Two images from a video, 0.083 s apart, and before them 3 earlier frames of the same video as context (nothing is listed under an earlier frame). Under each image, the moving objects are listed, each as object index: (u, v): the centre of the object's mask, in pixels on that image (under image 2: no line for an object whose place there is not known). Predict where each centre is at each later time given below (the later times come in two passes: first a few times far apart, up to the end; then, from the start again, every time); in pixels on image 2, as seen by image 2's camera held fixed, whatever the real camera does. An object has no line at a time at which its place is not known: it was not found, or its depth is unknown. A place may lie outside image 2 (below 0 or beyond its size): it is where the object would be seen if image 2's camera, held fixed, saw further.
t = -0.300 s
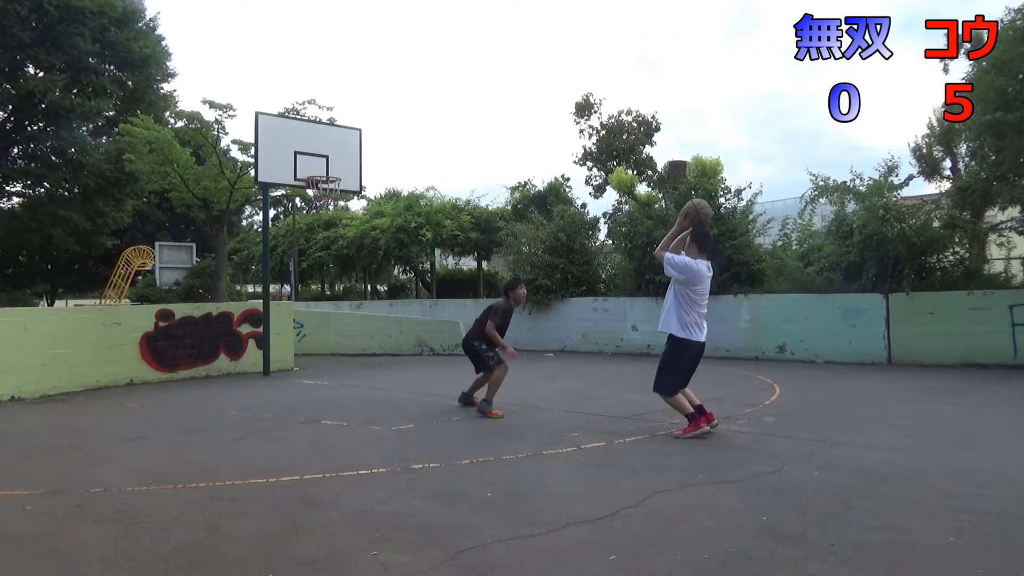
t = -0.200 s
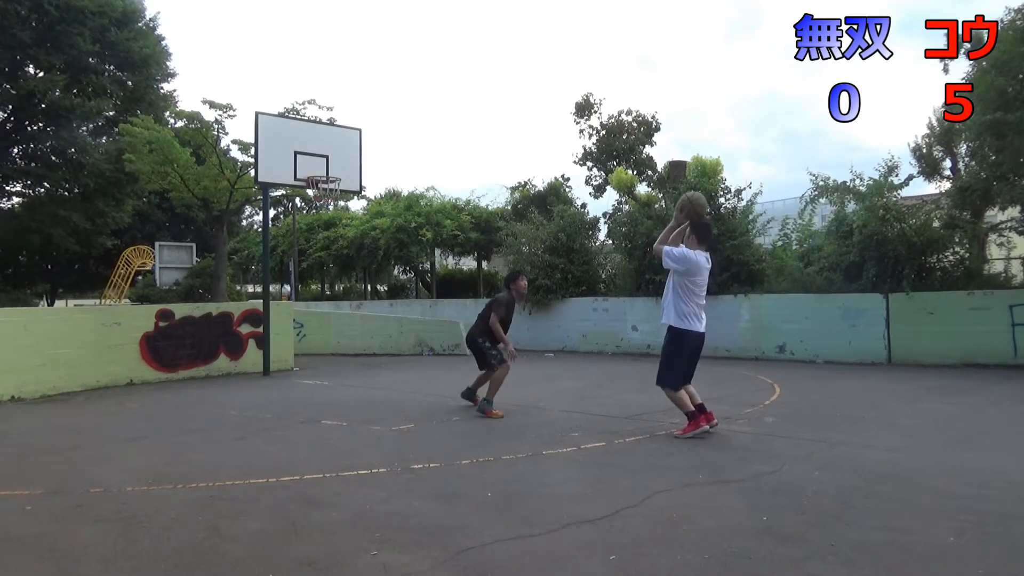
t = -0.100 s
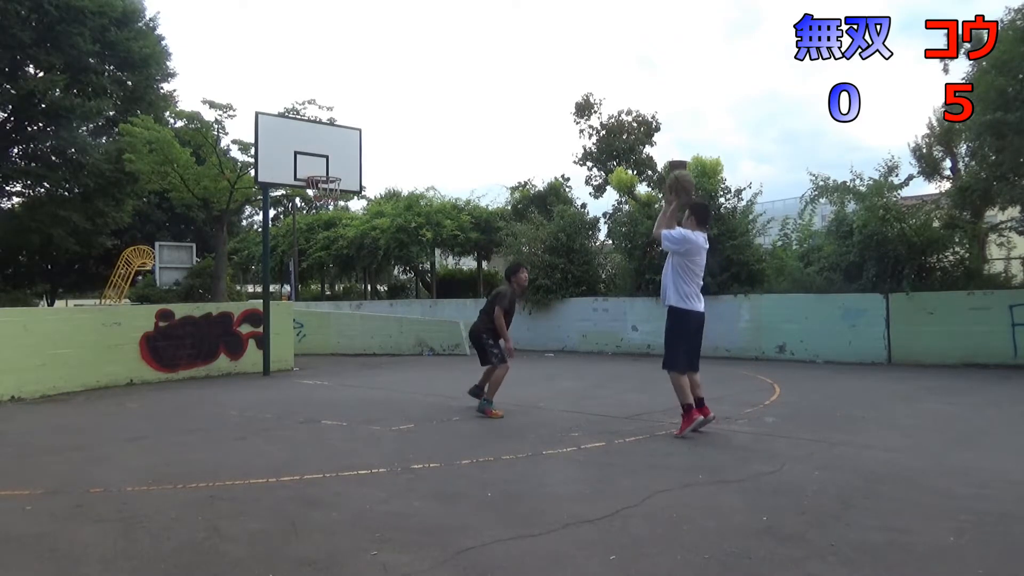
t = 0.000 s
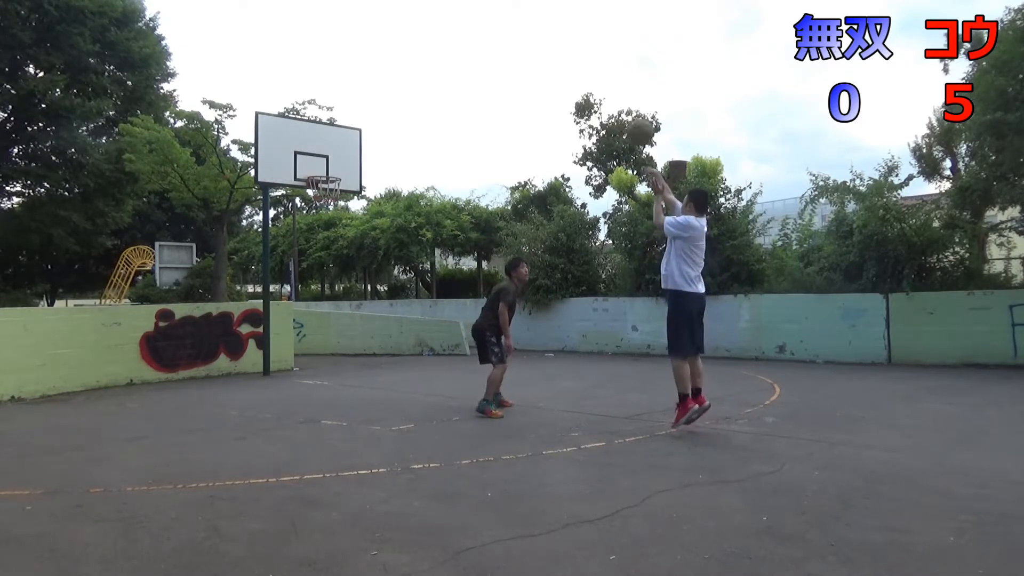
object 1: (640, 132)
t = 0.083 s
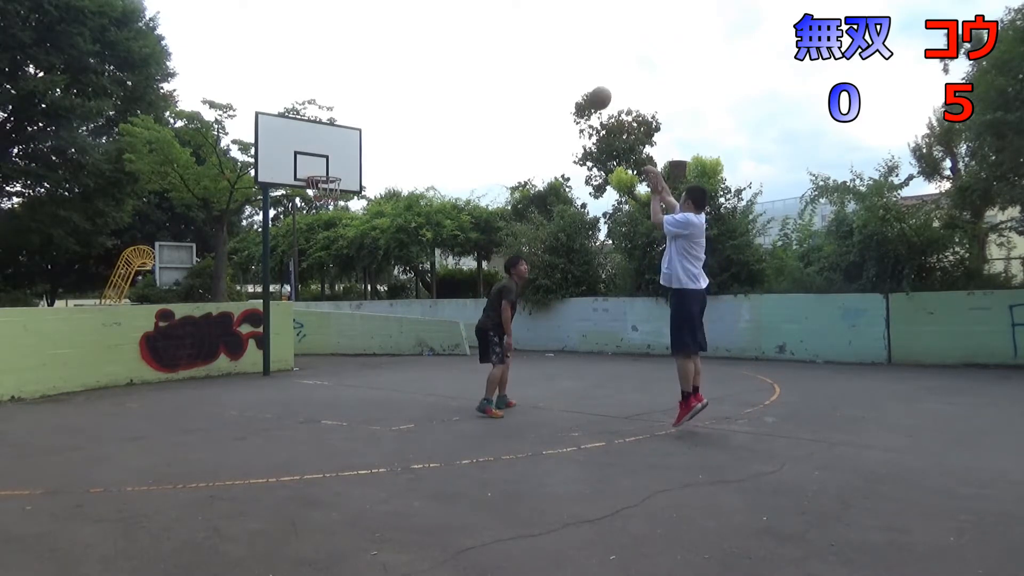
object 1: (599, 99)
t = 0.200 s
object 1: (551, 66)
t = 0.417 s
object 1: (477, 46)
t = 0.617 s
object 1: (422, 62)
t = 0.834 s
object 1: (375, 108)
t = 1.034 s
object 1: (340, 170)
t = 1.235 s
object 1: (351, 140)
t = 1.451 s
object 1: (365, 133)
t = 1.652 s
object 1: (378, 154)
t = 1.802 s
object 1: (388, 186)
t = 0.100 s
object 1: (592, 94)
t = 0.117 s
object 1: (585, 88)
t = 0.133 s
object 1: (578, 83)
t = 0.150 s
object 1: (571, 78)
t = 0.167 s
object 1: (564, 73)
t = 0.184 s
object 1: (558, 70)
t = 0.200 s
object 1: (551, 66)
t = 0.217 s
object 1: (545, 63)
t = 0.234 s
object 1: (539, 60)
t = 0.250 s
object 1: (532, 57)
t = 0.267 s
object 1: (526, 55)
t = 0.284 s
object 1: (520, 53)
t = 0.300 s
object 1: (514, 52)
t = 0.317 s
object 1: (509, 50)
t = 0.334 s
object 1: (503, 49)
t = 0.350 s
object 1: (498, 48)
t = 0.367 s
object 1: (492, 47)
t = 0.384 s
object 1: (487, 46)
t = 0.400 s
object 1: (482, 46)
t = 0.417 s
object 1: (477, 46)
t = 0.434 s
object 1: (472, 47)
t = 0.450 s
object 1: (467, 47)
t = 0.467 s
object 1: (462, 47)
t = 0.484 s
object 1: (457, 48)
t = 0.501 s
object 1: (453, 49)
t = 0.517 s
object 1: (448, 51)
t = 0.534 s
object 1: (444, 52)
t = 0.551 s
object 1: (440, 53)
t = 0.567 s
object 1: (435, 55)
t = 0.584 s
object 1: (431, 57)
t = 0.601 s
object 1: (427, 59)
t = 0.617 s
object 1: (422, 62)
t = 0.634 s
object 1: (419, 64)
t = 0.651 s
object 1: (415, 67)
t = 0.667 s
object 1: (411, 70)
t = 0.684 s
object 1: (407, 73)
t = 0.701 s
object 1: (403, 76)
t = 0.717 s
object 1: (400, 80)
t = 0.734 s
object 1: (396, 83)
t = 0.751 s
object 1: (392, 87)
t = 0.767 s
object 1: (389, 91)
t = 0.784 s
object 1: (385, 95)
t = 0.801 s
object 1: (382, 99)
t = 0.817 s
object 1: (379, 104)
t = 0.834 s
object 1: (375, 108)
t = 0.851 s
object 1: (372, 112)
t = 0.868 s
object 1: (369, 117)
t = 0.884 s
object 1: (365, 122)
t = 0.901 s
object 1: (362, 127)
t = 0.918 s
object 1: (359, 132)
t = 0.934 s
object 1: (356, 137)
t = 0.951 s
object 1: (353, 142)
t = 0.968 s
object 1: (350, 147)
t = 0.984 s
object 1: (348, 153)
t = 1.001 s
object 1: (345, 159)
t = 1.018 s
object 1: (342, 164)
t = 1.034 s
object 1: (340, 170)
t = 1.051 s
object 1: (339, 170)
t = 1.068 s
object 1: (340, 167)
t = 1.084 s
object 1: (341, 163)
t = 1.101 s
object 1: (342, 160)
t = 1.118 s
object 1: (343, 157)
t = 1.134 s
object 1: (344, 154)
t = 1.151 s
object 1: (345, 151)
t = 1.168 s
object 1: (346, 149)
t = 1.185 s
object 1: (347, 146)
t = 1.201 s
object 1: (349, 144)
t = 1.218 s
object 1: (350, 142)
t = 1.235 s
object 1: (351, 140)
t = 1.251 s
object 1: (352, 139)
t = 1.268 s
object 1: (353, 137)
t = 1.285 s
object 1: (354, 136)
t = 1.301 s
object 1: (355, 135)
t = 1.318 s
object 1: (356, 134)
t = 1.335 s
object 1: (357, 133)
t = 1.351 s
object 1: (358, 133)
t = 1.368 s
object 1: (359, 132)
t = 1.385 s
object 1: (360, 132)
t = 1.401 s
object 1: (361, 132)
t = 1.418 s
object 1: (362, 133)
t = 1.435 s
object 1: (364, 133)
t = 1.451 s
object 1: (365, 133)
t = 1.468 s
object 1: (366, 134)
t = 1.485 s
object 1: (367, 135)
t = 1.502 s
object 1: (368, 136)
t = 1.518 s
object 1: (369, 137)
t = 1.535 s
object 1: (370, 139)
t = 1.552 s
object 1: (371, 140)
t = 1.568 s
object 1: (373, 142)
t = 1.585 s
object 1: (373, 144)
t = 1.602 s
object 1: (375, 146)
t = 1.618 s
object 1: (376, 149)
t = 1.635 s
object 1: (377, 151)
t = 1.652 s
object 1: (378, 154)
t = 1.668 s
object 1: (379, 157)
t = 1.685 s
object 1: (380, 160)
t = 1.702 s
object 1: (381, 163)
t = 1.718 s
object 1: (382, 166)
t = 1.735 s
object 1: (384, 170)
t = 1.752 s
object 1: (385, 173)
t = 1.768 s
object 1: (386, 177)
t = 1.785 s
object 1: (387, 181)
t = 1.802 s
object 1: (388, 186)
